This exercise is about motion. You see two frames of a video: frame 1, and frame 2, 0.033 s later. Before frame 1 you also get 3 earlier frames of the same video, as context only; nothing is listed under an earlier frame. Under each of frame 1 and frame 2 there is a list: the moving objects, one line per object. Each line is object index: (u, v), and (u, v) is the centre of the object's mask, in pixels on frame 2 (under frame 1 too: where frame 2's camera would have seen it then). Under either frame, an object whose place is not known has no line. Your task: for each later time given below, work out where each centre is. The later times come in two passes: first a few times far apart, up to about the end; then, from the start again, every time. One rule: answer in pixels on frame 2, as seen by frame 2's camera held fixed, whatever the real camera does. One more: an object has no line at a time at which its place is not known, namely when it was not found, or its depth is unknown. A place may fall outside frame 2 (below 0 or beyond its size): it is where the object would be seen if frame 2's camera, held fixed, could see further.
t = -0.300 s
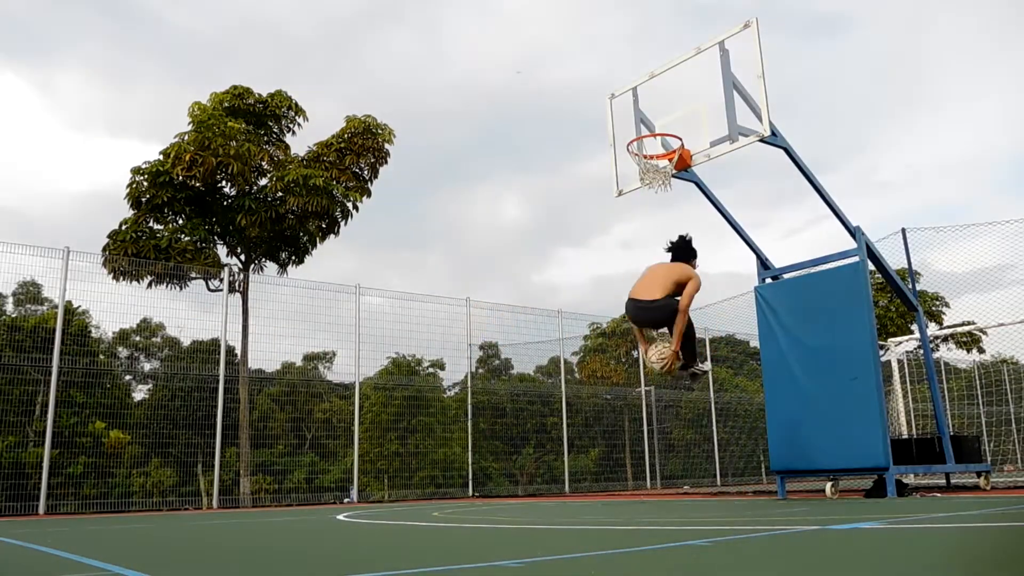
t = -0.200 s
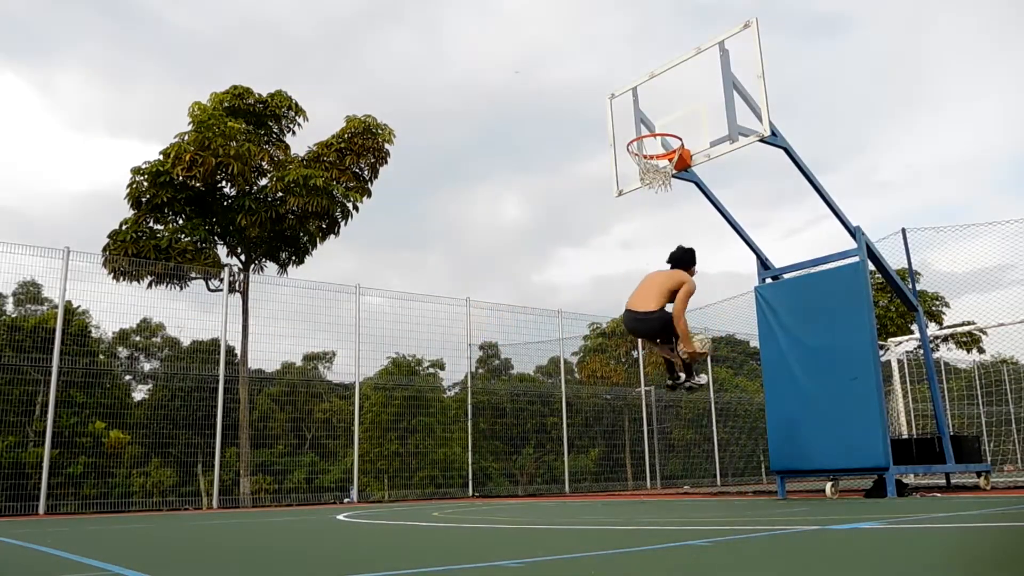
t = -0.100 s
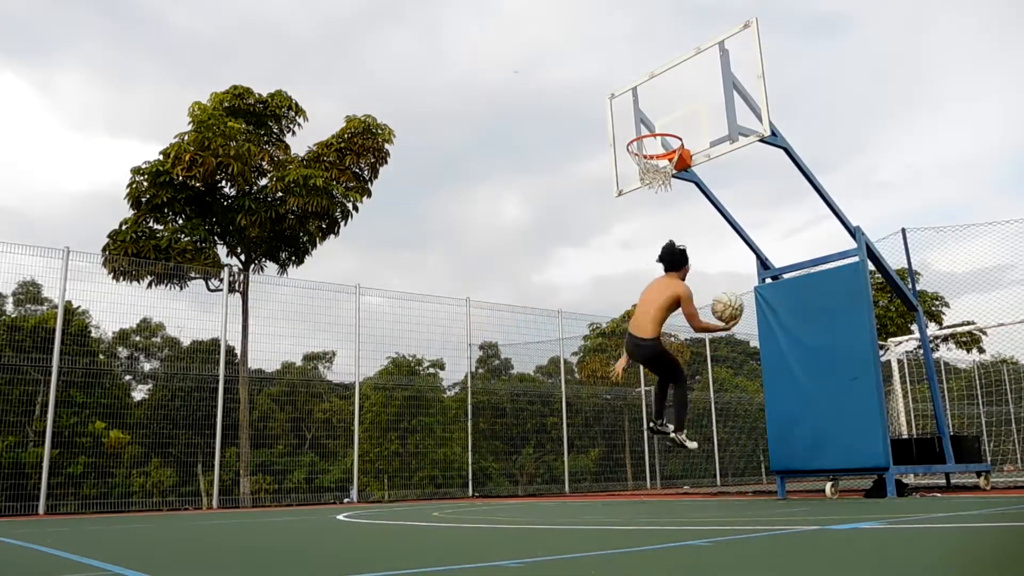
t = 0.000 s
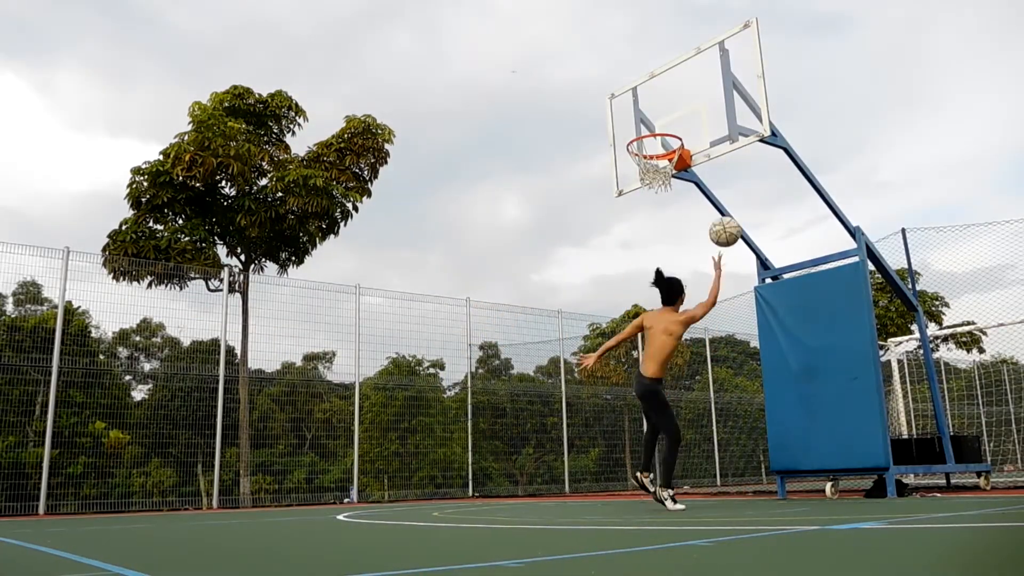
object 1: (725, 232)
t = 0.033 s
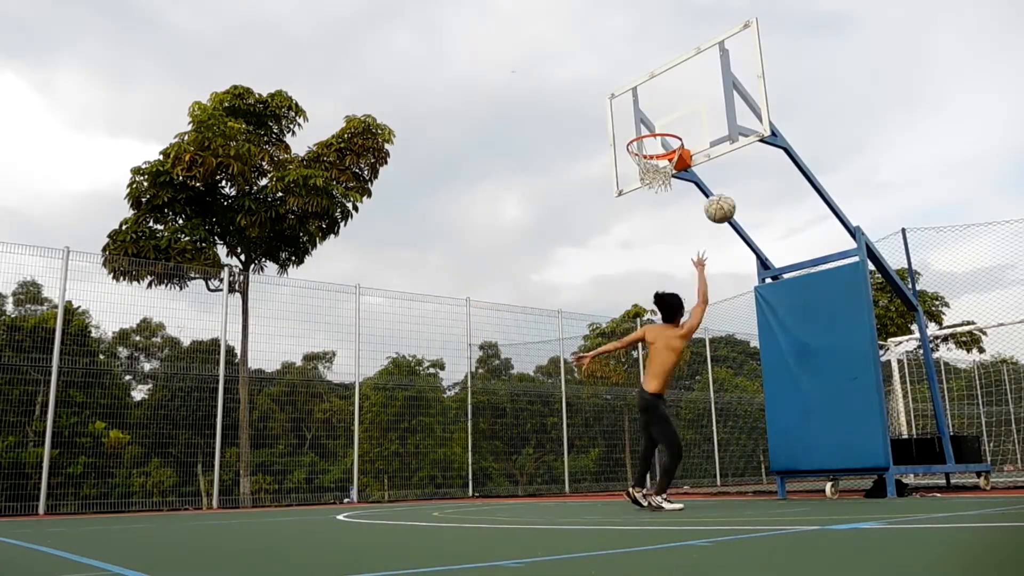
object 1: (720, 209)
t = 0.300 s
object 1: (685, 78)
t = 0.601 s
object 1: (660, 34)
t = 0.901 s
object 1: (645, 82)
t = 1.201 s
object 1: (654, 151)
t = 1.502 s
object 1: (647, 169)
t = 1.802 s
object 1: (671, 210)
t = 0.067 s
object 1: (715, 187)
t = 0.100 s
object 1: (711, 167)
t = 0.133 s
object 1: (705, 148)
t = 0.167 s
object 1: (701, 131)
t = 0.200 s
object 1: (697, 116)
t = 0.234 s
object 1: (693, 101)
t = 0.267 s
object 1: (689, 89)
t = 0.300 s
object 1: (685, 78)
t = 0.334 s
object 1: (682, 68)
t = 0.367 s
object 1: (679, 59)
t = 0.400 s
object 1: (676, 52)
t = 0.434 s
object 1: (673, 46)
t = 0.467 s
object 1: (670, 41)
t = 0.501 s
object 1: (668, 38)
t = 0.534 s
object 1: (665, 35)
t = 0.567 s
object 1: (663, 33)
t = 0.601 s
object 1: (660, 34)
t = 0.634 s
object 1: (658, 35)
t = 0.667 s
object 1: (656, 36)
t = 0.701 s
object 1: (655, 40)
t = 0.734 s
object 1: (653, 44)
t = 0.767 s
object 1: (651, 49)
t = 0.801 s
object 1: (649, 56)
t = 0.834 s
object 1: (648, 64)
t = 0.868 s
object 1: (646, 73)
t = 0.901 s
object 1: (645, 82)
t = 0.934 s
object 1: (643, 94)
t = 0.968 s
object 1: (642, 106)
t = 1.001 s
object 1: (641, 119)
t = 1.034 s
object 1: (641, 132)
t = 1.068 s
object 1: (644, 144)
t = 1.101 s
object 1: (656, 146)
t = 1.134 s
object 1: (666, 147)
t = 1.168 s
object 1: (663, 149)
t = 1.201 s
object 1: (654, 151)
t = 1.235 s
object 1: (646, 156)
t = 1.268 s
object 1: (640, 161)
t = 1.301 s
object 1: (635, 161)
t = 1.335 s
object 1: (633, 162)
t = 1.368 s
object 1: (637, 164)
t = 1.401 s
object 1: (639, 164)
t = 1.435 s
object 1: (641, 165)
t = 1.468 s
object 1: (644, 167)
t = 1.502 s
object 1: (647, 169)
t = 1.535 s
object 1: (648, 172)
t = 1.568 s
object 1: (653, 172)
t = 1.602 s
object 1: (655, 174)
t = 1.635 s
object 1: (657, 180)
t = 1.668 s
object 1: (660, 179)
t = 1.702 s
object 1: (664, 188)
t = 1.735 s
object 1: (666, 194)
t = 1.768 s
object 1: (668, 201)
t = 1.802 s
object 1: (671, 210)
